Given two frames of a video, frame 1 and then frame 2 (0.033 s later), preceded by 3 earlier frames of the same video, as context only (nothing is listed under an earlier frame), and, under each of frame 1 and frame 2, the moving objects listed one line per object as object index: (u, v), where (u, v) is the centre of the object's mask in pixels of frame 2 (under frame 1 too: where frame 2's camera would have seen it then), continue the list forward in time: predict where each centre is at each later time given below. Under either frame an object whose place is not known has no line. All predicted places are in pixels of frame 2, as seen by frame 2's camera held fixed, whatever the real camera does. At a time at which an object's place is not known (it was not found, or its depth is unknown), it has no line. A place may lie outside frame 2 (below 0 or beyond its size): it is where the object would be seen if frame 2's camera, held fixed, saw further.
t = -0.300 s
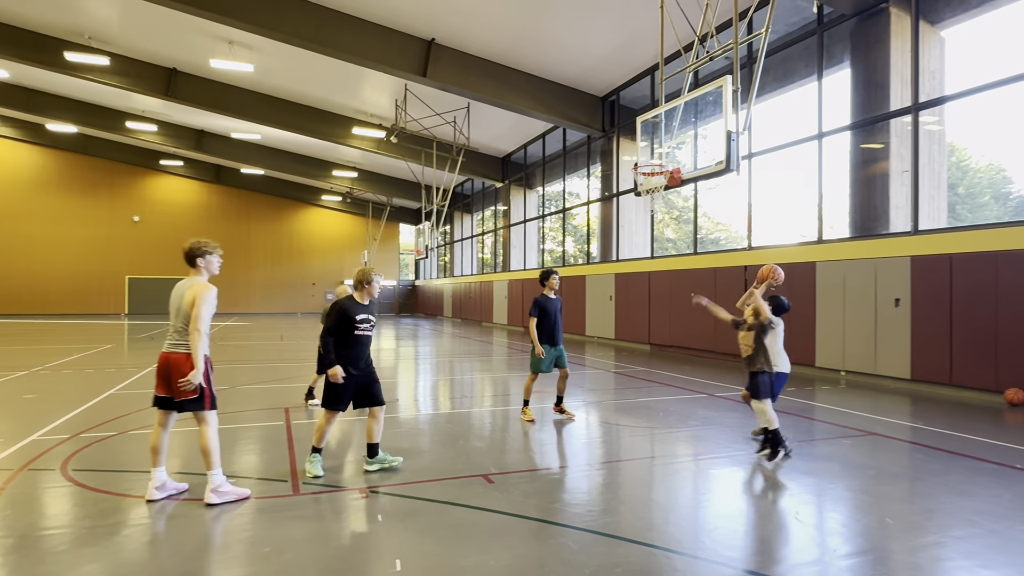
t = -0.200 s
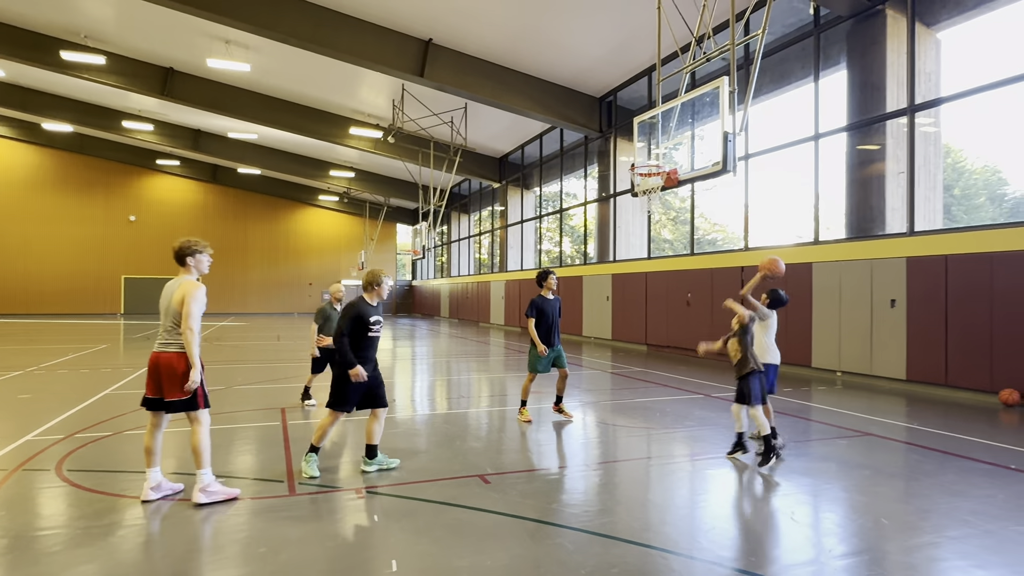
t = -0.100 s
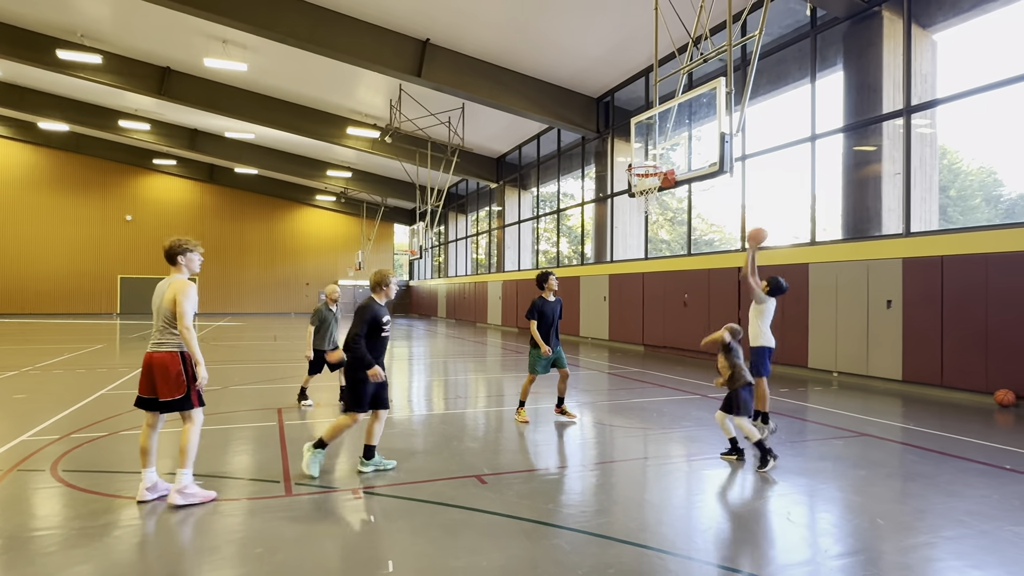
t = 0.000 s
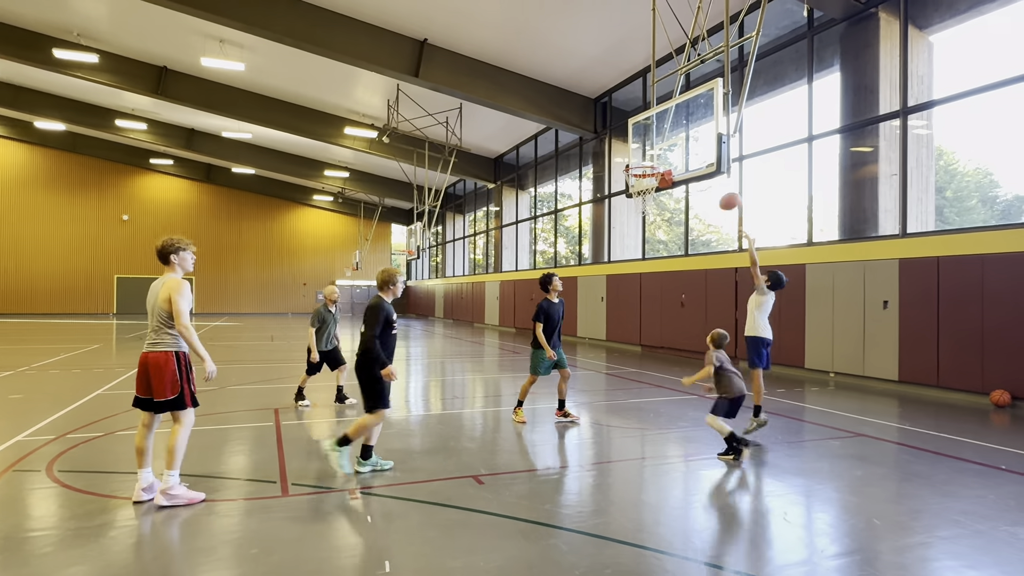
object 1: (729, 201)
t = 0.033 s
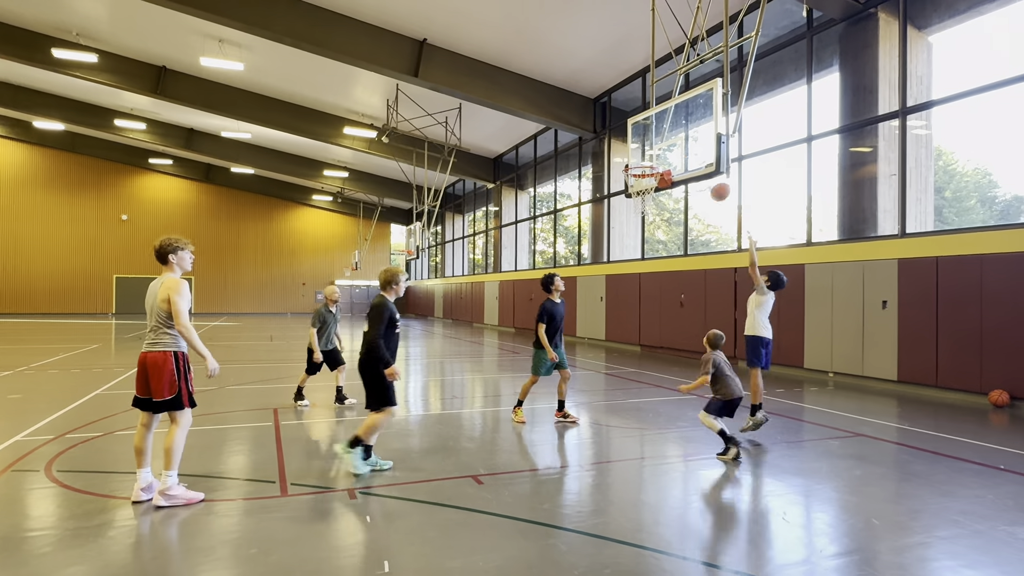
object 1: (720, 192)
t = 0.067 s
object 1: (712, 182)
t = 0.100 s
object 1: (704, 176)
